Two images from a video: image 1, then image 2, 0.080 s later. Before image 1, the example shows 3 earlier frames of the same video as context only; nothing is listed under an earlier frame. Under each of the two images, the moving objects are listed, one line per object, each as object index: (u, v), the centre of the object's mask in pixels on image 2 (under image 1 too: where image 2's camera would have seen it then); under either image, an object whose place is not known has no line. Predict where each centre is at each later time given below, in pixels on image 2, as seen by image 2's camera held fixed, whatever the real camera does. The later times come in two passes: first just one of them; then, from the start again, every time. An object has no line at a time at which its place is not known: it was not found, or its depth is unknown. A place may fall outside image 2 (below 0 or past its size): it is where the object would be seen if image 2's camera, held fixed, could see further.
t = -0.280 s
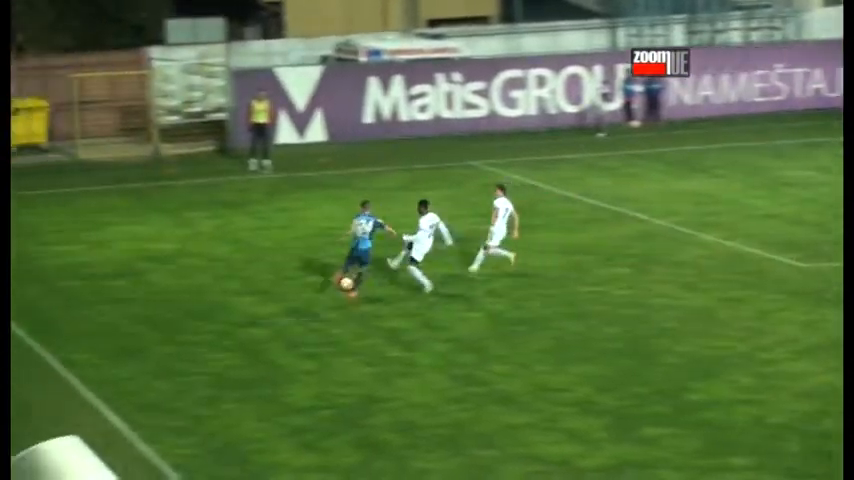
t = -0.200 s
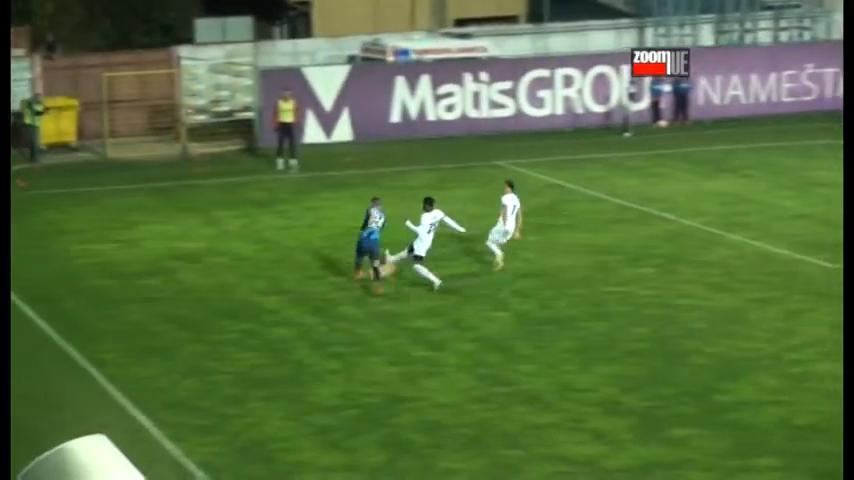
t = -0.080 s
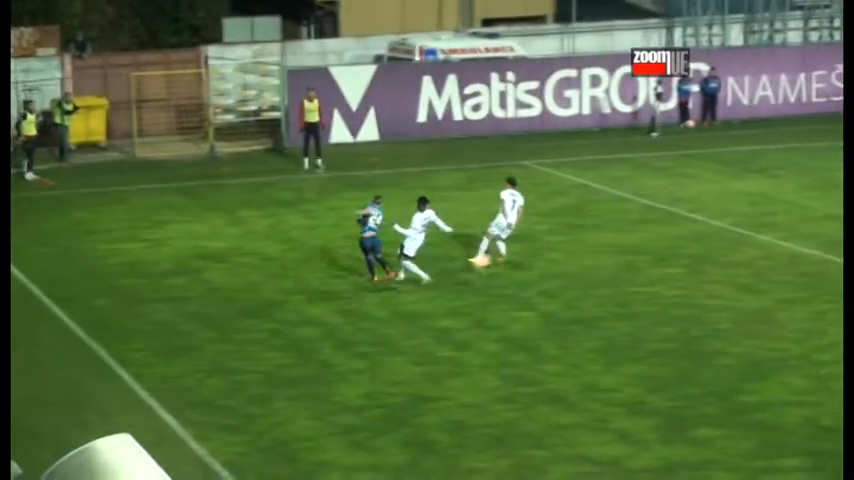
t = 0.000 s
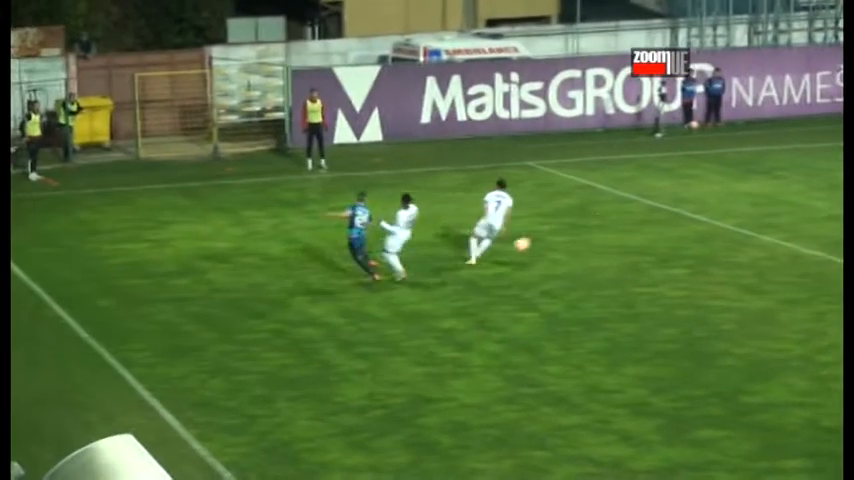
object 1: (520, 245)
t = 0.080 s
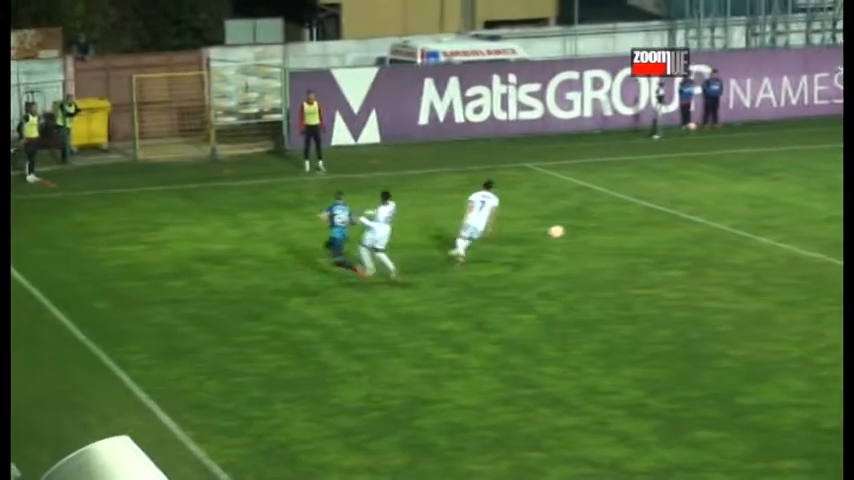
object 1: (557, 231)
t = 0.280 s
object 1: (646, 213)
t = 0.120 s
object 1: (575, 226)
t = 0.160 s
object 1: (593, 221)
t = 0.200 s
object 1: (611, 218)
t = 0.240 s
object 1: (628, 215)
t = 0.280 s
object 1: (646, 213)
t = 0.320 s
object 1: (664, 212)
